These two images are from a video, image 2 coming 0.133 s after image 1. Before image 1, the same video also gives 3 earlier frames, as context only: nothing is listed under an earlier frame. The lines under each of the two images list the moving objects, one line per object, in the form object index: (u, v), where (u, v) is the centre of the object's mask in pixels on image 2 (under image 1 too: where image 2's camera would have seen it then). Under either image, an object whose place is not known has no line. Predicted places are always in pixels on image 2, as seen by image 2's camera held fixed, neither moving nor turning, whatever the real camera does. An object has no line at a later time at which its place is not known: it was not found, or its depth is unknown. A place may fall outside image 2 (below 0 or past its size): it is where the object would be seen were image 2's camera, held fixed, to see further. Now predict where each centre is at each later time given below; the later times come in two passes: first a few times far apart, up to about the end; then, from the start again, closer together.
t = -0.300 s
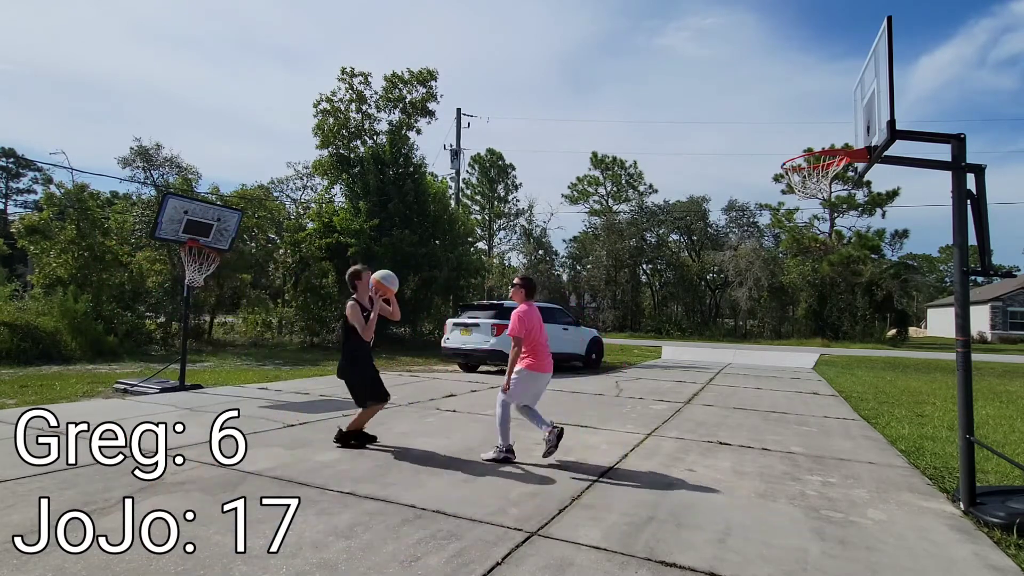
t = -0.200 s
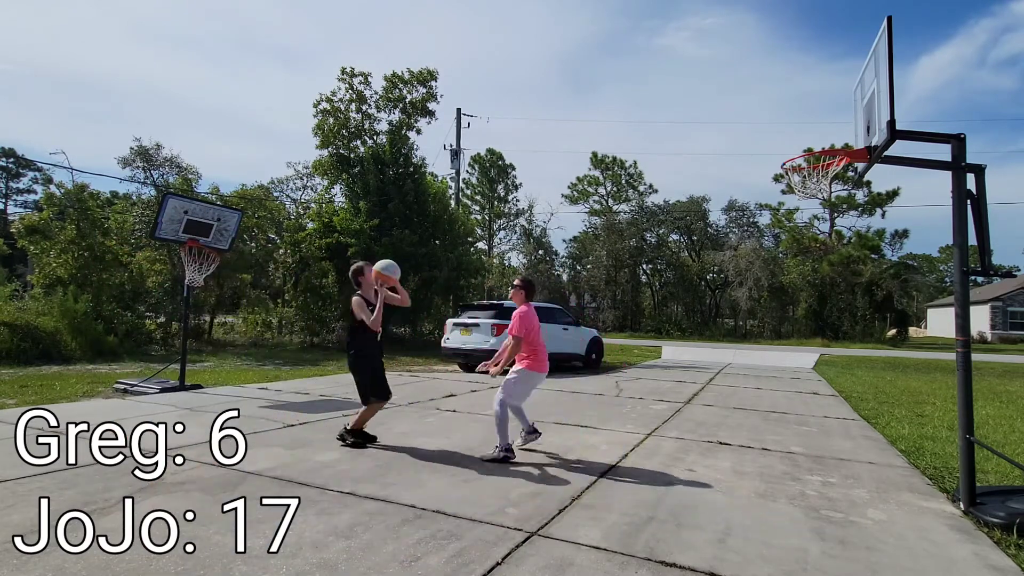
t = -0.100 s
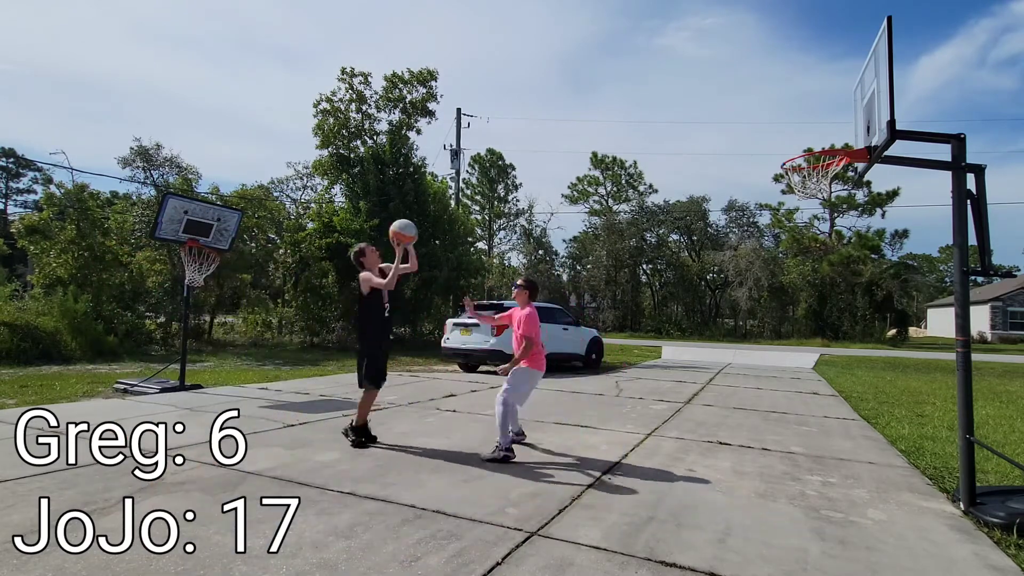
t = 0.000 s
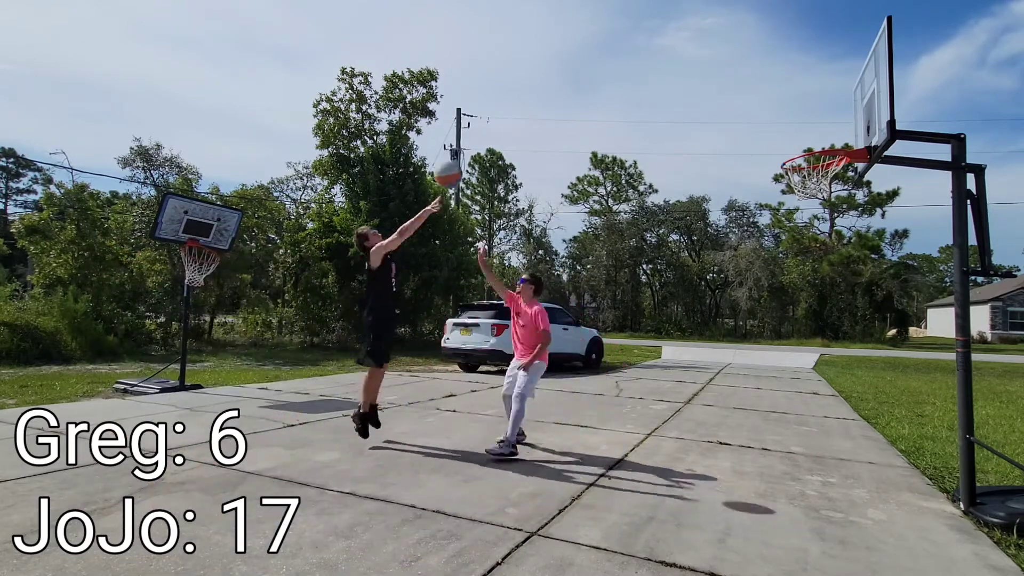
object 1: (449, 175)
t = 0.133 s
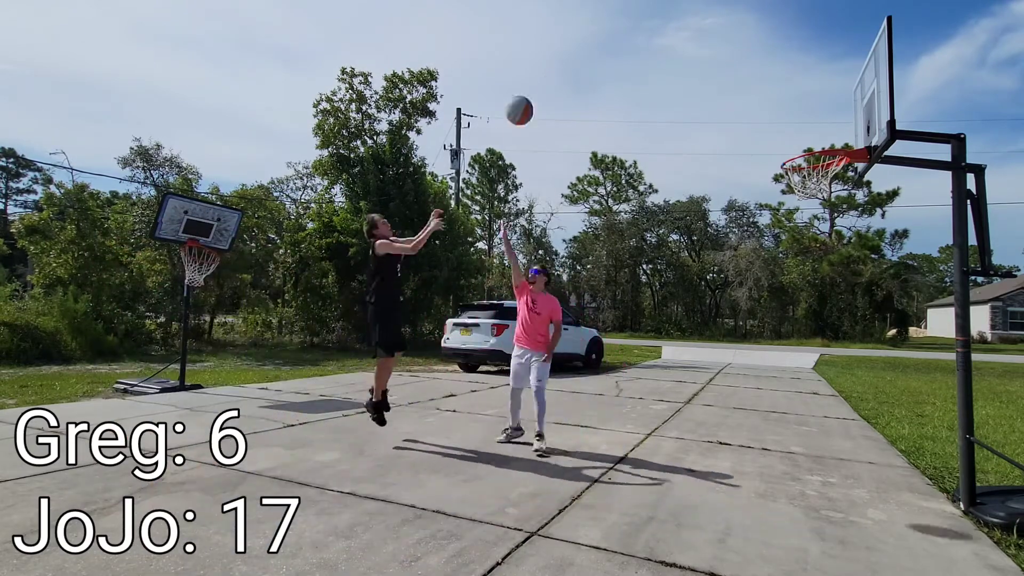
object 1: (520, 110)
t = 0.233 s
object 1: (573, 77)
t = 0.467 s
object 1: (698, 43)
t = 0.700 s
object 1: (819, 74)
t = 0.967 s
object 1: (771, 170)
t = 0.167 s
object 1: (537, 98)
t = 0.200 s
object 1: (555, 86)
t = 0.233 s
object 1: (573, 77)
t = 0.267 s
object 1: (591, 68)
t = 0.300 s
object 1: (608, 61)
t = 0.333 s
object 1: (626, 55)
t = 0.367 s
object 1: (644, 50)
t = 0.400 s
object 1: (662, 46)
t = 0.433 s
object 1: (680, 44)
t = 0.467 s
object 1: (698, 43)
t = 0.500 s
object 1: (715, 43)
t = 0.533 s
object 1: (733, 45)
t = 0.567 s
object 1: (750, 48)
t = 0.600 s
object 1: (767, 52)
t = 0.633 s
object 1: (785, 58)
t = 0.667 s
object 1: (802, 66)
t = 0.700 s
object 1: (819, 74)
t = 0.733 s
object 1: (836, 84)
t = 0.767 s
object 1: (852, 95)
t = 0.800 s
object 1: (838, 106)
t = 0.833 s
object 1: (824, 118)
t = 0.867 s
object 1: (810, 130)
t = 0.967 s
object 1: (771, 170)
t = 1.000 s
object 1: (761, 181)
